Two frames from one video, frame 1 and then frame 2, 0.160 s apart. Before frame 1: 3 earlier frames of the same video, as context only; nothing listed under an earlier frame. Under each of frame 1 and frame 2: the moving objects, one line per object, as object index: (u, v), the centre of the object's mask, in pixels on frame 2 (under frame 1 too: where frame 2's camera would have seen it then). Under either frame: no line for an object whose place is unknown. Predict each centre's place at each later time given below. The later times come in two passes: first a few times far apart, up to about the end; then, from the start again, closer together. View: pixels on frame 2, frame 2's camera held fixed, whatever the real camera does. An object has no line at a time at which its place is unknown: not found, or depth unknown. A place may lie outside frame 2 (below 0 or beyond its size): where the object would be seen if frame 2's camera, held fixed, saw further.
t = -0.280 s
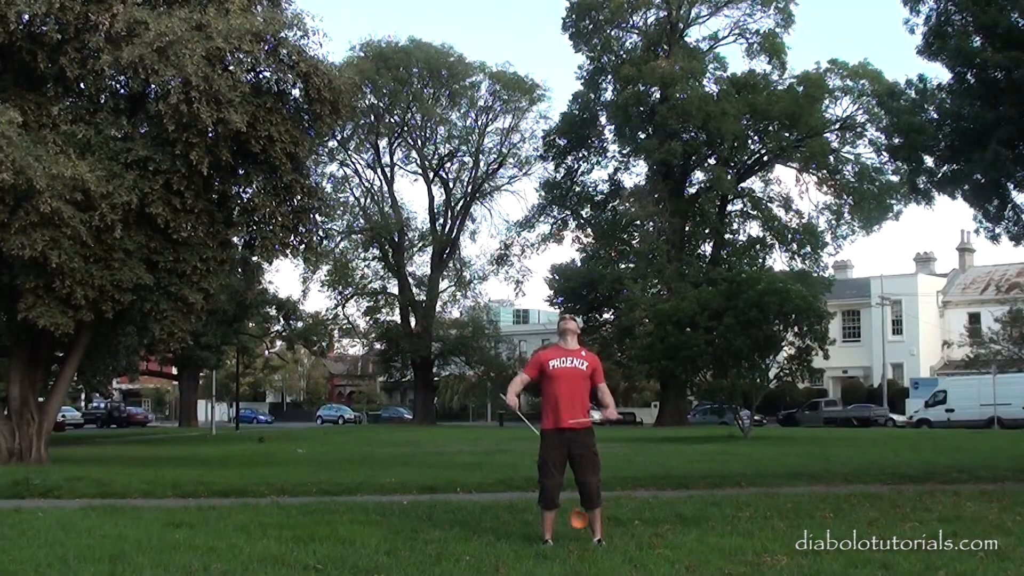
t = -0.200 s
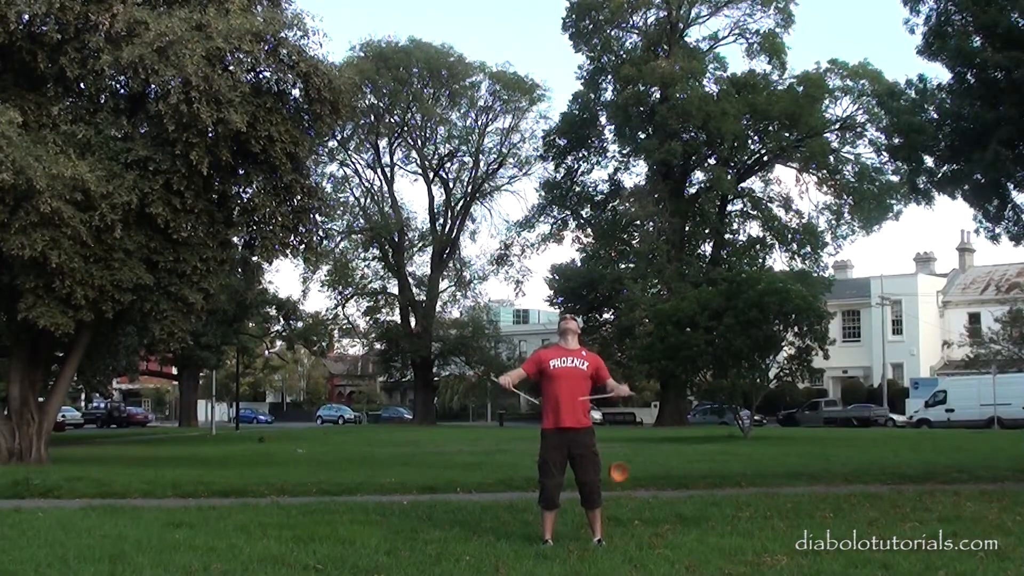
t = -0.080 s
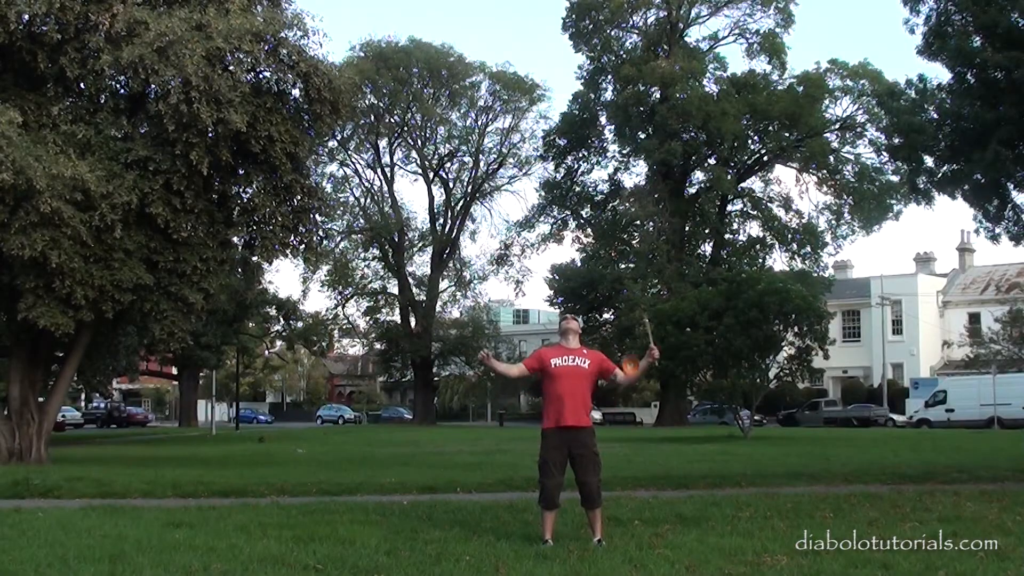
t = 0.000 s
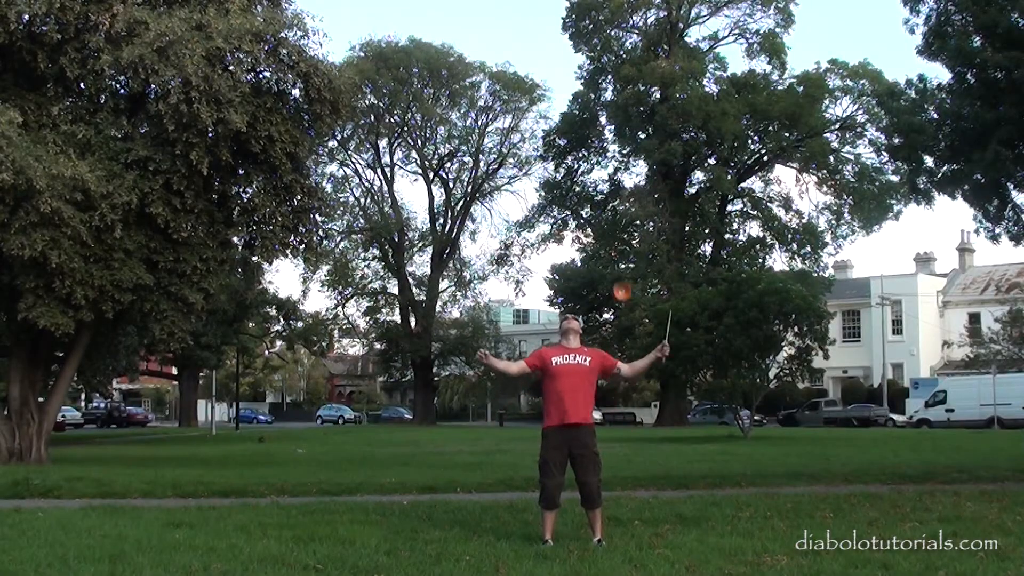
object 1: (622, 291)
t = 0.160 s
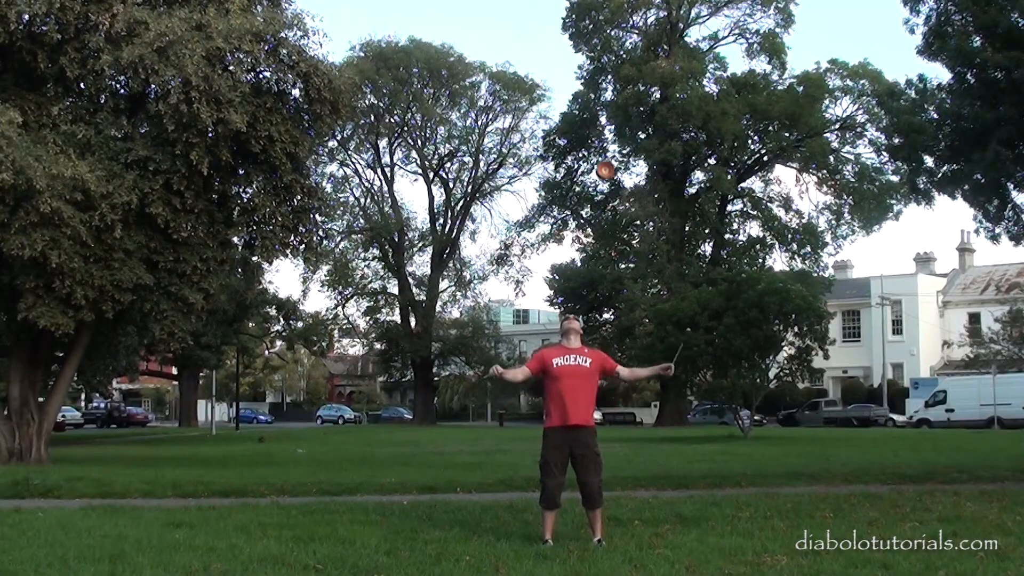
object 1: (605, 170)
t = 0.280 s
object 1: (593, 101)
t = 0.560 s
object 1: (568, 16)
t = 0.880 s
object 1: (539, 38)
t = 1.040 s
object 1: (526, 98)
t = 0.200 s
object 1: (601, 145)
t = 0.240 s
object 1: (597, 122)
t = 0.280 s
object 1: (593, 101)
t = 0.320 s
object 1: (590, 83)
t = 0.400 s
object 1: (582, 53)
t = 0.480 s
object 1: (574, 30)
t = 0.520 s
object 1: (571, 21)
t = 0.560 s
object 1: (568, 16)
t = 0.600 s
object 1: (564, 11)
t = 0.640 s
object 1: (561, 9)
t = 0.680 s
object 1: (557, 9)
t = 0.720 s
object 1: (553, 11)
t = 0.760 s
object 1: (550, 15)
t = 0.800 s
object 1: (546, 20)
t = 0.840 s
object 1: (543, 28)
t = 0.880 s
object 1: (539, 38)
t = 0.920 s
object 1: (536, 50)
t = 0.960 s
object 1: (532, 64)
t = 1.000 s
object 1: (529, 80)
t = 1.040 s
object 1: (526, 98)
